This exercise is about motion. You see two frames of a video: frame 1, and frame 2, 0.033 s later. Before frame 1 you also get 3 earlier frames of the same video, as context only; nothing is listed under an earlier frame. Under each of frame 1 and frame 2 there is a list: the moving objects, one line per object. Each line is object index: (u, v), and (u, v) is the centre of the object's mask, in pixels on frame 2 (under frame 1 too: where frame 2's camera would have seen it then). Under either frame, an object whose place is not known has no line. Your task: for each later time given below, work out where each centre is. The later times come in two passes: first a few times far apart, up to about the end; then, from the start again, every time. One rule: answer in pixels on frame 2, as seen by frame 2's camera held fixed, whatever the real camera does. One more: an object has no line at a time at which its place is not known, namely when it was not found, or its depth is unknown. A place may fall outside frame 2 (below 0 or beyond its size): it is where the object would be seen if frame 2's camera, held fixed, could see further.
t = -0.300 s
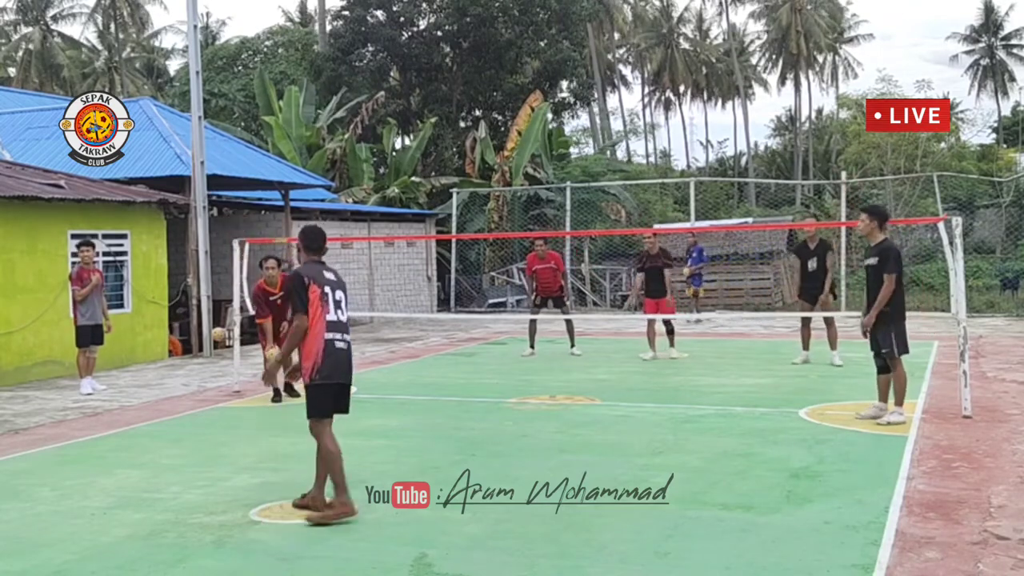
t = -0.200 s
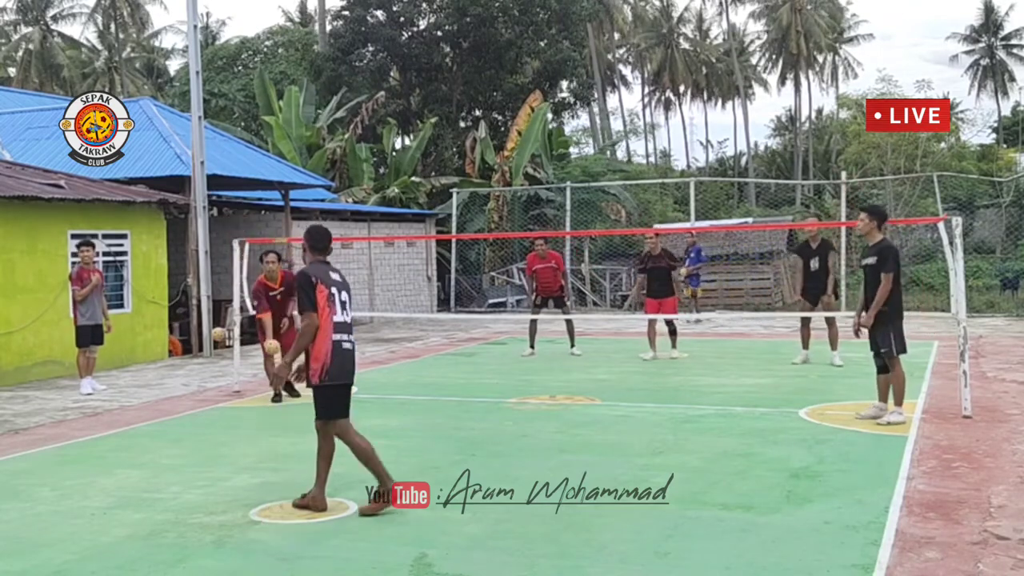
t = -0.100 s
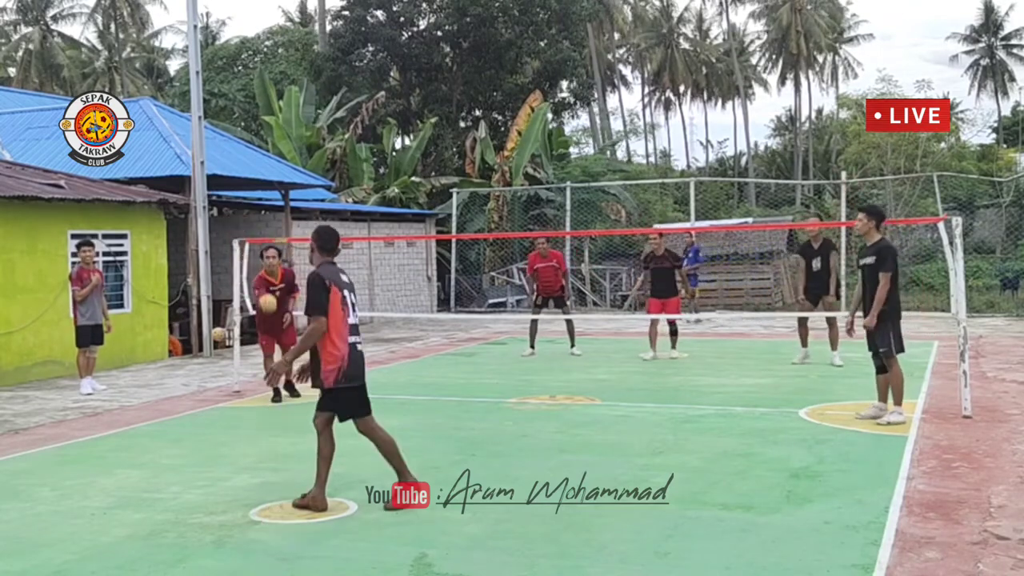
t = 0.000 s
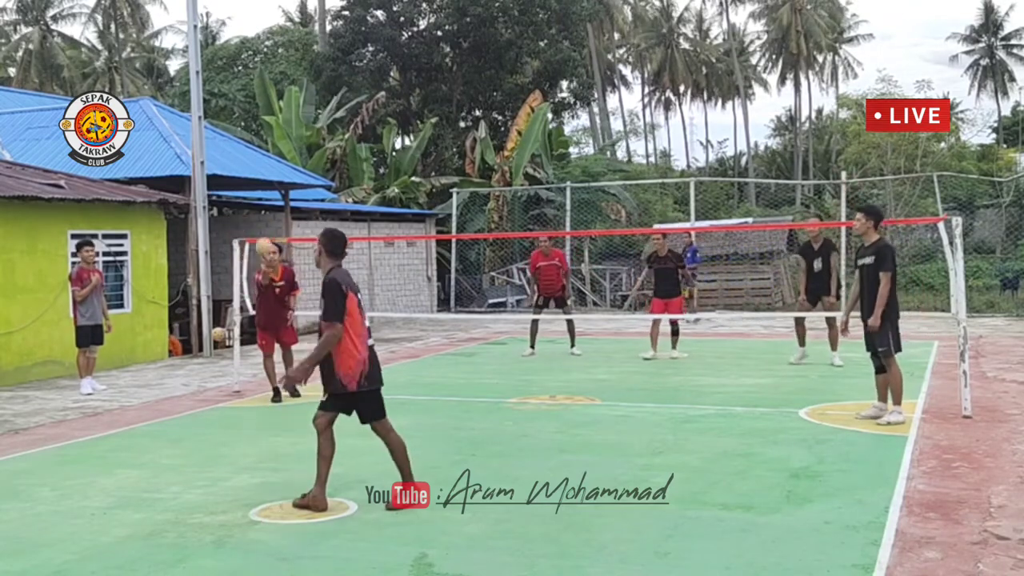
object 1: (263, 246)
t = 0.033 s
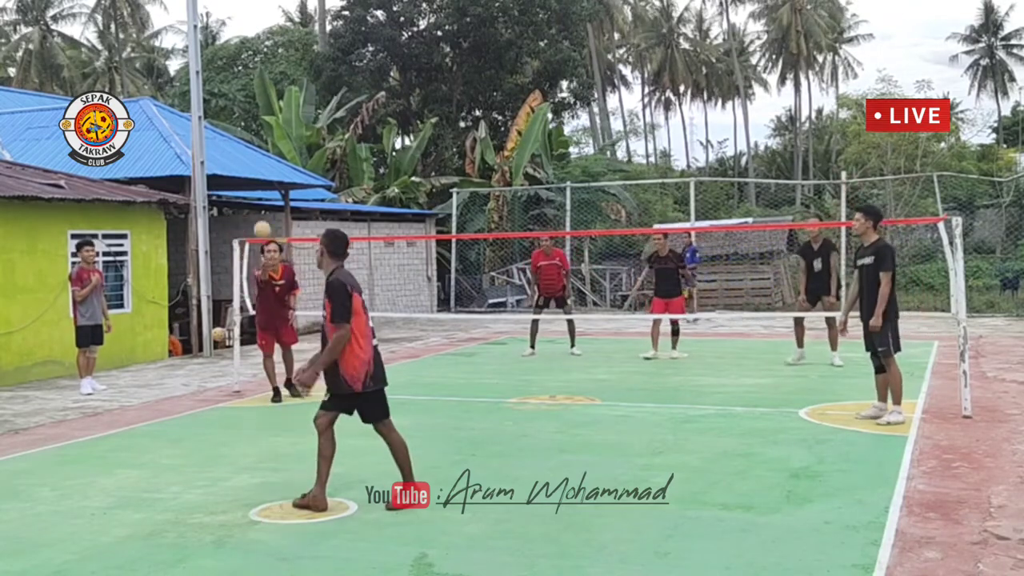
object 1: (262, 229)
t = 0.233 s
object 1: (253, 147)
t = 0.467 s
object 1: (241, 105)
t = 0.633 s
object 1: (234, 118)
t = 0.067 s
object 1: (260, 214)
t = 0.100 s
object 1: (259, 198)
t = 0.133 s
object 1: (257, 184)
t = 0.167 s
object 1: (256, 171)
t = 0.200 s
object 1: (254, 159)
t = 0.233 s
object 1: (253, 147)
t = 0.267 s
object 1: (251, 137)
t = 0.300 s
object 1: (249, 129)
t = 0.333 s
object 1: (248, 122)
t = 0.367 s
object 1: (246, 115)
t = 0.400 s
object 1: (244, 110)
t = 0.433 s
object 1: (243, 107)
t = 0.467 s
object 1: (241, 105)
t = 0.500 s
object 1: (240, 104)
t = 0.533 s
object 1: (238, 105)
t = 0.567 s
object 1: (237, 108)
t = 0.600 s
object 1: (235, 113)
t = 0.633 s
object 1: (234, 118)
